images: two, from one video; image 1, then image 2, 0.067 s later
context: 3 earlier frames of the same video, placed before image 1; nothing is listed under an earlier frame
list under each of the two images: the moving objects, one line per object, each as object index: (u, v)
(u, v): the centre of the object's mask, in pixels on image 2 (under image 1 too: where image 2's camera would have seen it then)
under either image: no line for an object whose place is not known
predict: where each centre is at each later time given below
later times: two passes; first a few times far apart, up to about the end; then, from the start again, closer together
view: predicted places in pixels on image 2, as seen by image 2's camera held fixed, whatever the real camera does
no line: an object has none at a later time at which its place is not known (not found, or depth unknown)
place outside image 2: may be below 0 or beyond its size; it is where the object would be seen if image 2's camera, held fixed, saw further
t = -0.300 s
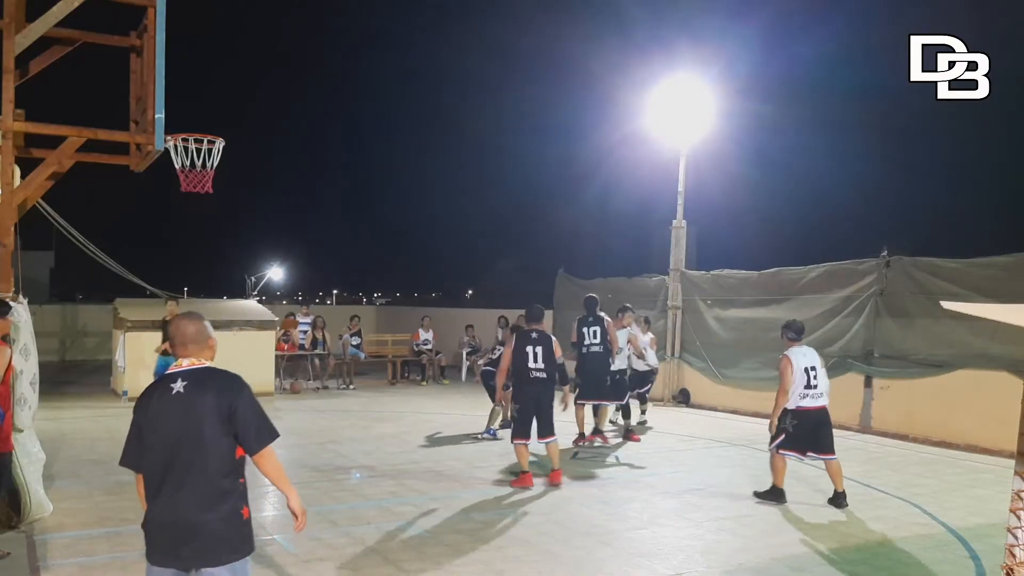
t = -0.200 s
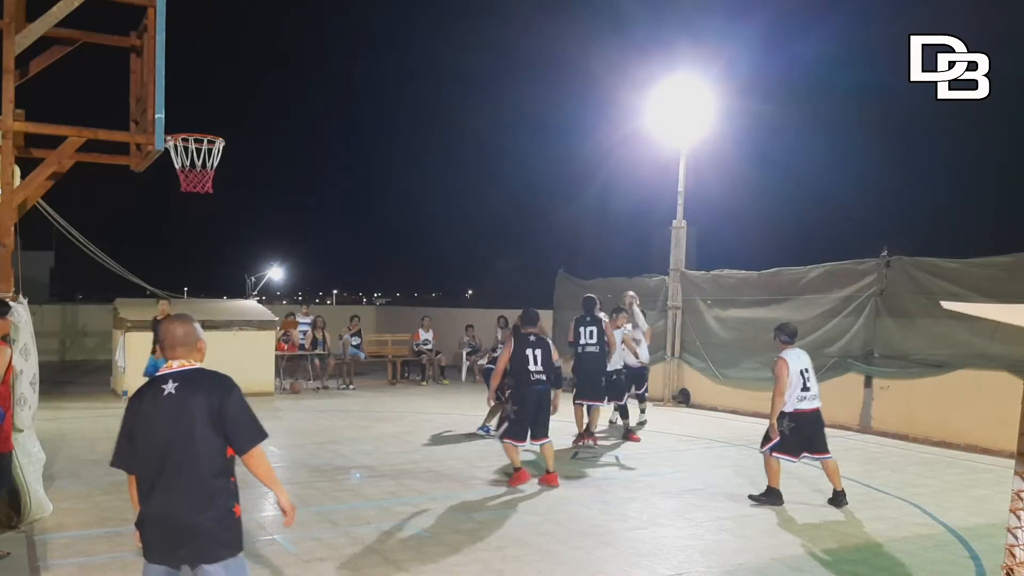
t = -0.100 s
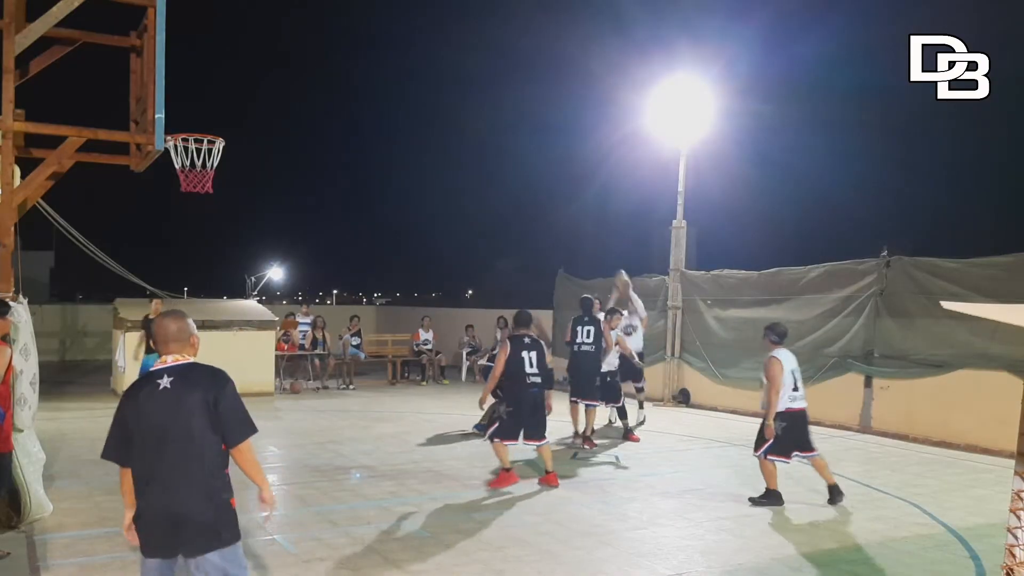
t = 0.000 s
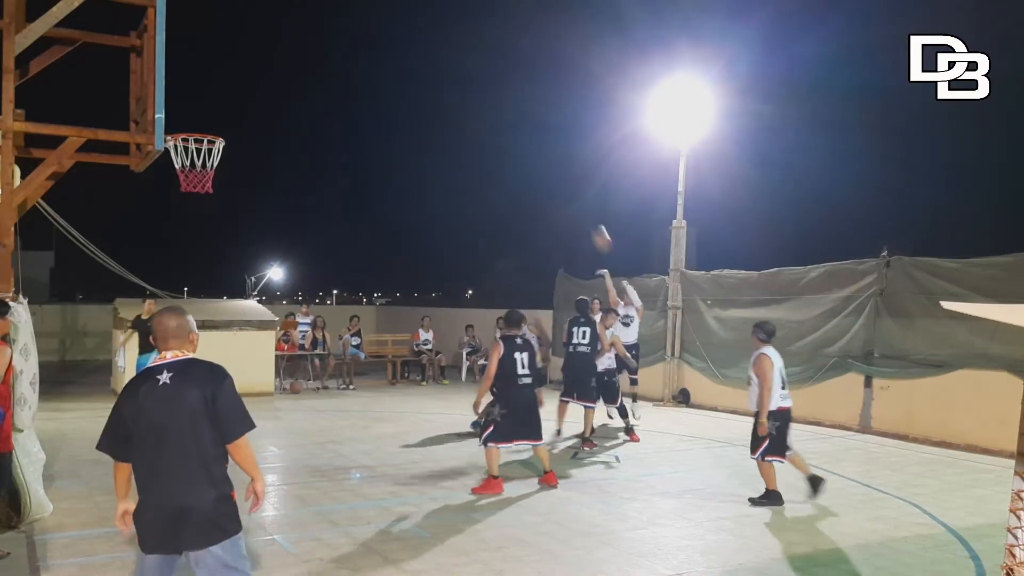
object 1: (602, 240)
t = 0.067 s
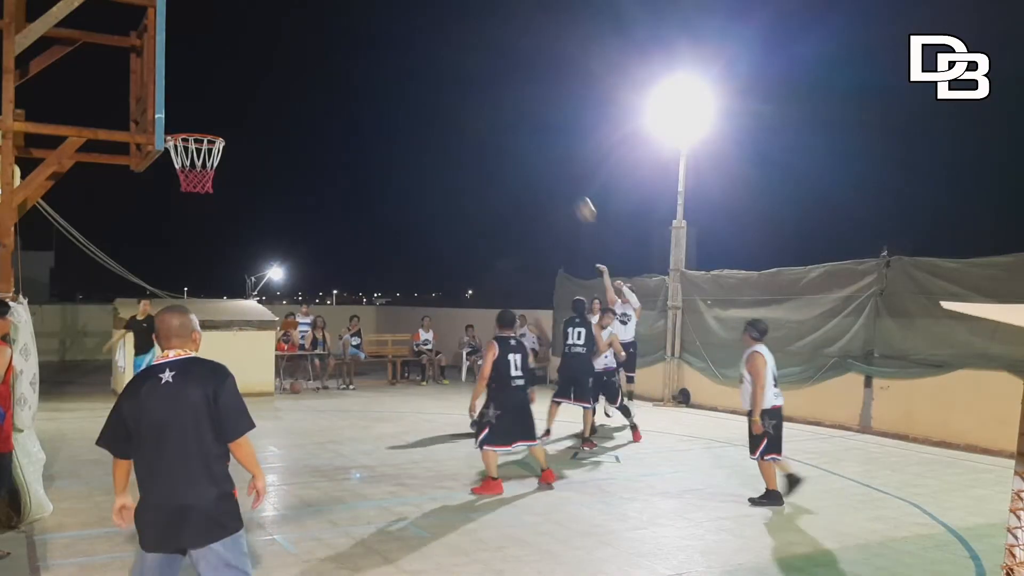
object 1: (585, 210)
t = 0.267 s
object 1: (534, 138)
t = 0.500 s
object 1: (463, 82)
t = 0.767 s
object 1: (370, 69)
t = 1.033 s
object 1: (256, 131)
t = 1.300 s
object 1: (242, 284)
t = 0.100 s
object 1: (577, 197)
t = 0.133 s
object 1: (569, 184)
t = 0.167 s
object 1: (560, 171)
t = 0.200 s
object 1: (551, 160)
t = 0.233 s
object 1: (542, 149)
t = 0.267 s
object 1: (534, 138)
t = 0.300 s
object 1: (523, 128)
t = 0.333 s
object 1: (514, 119)
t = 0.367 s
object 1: (504, 110)
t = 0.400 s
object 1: (494, 102)
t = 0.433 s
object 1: (484, 94)
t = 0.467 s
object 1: (474, 88)
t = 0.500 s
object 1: (463, 82)
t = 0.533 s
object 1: (453, 77)
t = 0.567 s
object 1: (442, 73)
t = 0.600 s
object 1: (430, 70)
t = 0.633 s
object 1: (418, 68)
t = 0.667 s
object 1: (407, 67)
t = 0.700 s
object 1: (395, 67)
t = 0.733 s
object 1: (383, 67)
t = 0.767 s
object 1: (370, 69)
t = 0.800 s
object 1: (357, 72)
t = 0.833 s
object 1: (344, 77)
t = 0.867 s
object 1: (330, 82)
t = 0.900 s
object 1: (316, 89)
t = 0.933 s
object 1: (302, 97)
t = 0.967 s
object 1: (287, 107)
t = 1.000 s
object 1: (272, 118)
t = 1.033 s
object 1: (256, 131)
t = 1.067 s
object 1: (241, 144)
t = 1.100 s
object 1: (234, 160)
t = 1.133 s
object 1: (235, 178)
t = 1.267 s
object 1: (241, 263)
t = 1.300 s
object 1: (242, 284)
